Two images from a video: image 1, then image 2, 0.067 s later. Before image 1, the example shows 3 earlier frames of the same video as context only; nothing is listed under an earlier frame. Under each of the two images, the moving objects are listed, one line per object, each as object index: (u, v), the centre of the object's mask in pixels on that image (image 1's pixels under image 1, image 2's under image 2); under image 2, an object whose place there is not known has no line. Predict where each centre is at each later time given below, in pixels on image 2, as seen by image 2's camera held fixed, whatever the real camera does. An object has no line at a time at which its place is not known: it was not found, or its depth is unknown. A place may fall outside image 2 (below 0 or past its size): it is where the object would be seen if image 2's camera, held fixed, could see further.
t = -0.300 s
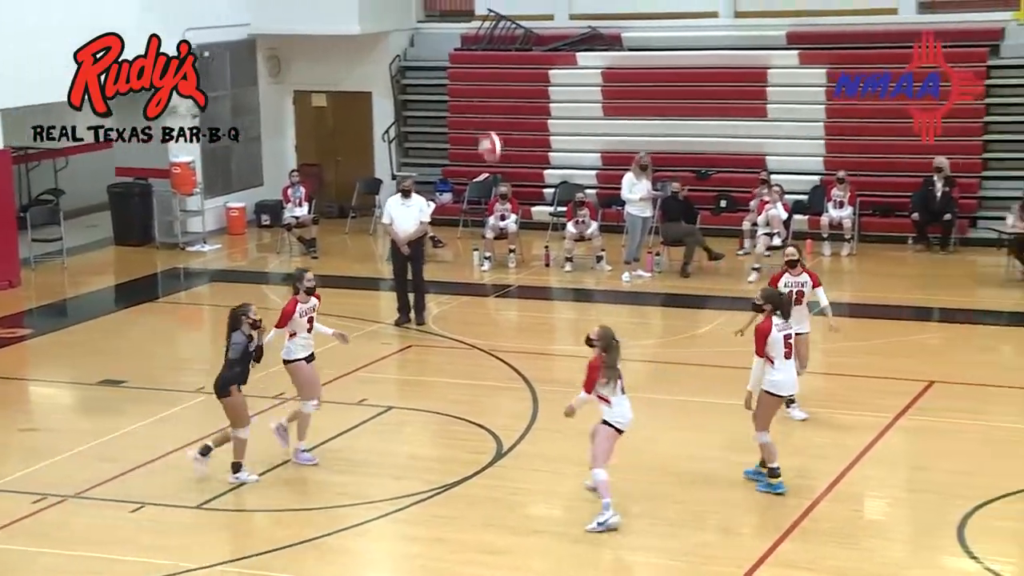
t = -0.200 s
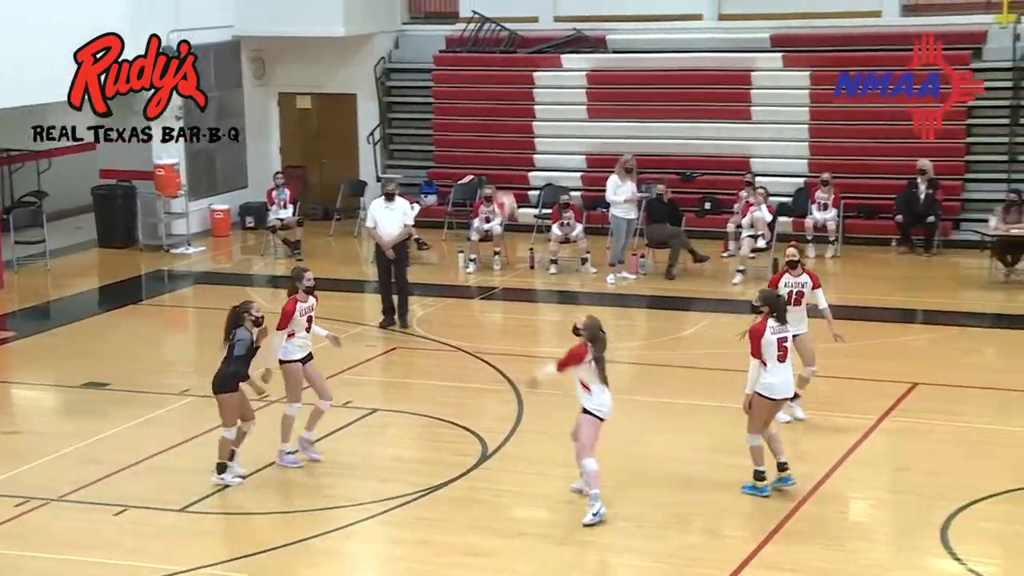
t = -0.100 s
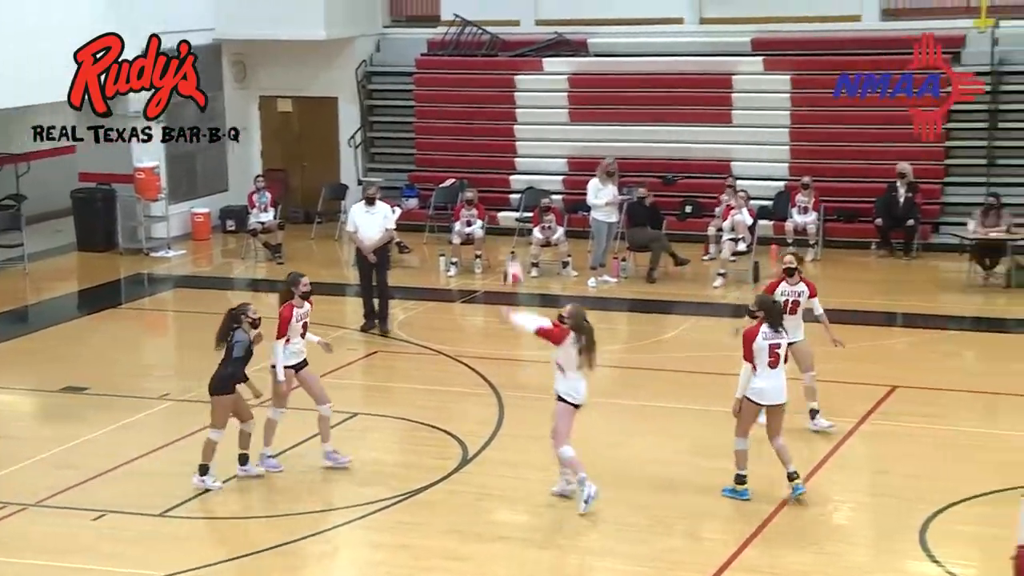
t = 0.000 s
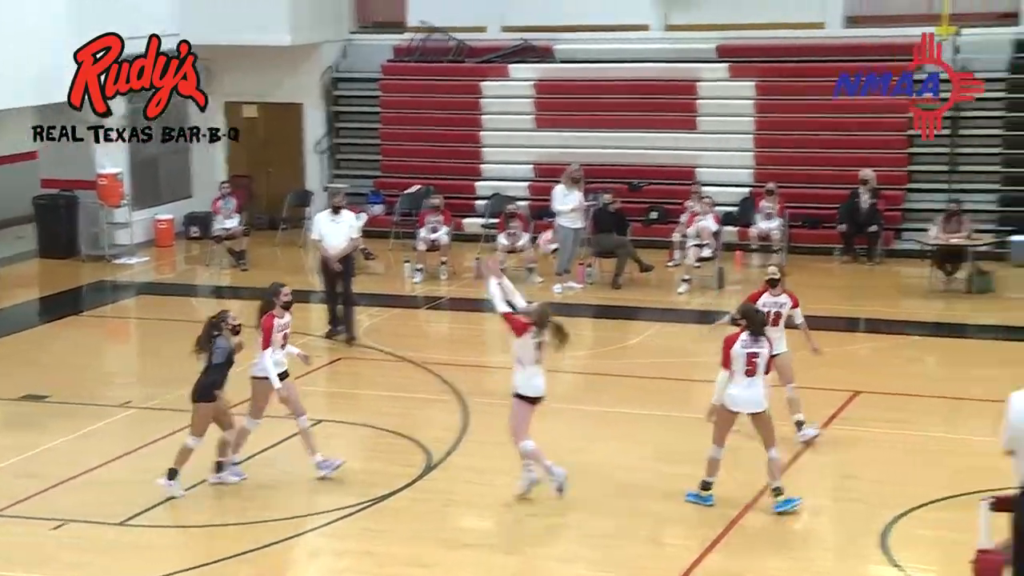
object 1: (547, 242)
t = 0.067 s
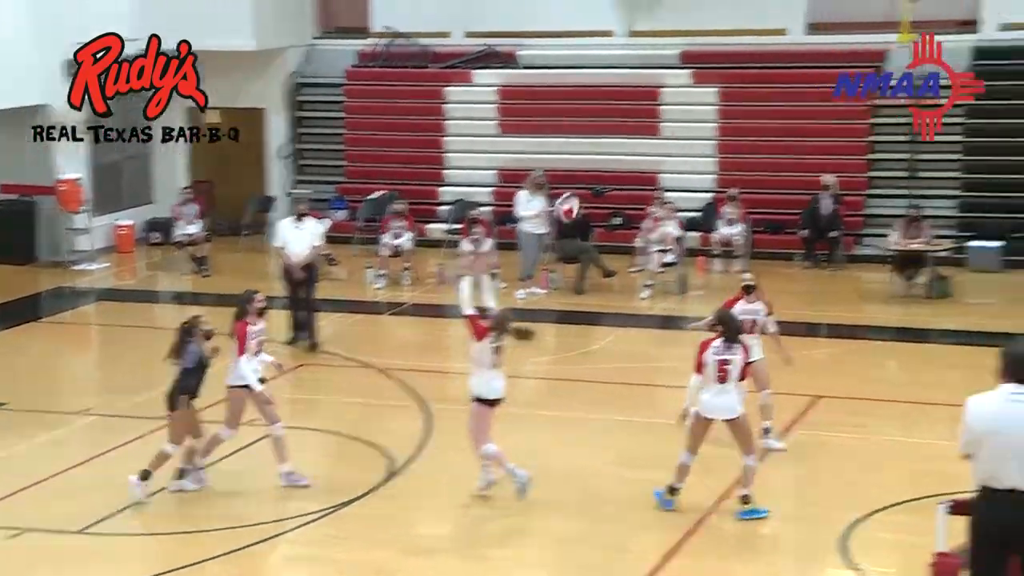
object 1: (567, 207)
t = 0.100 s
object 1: (594, 189)
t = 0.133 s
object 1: (622, 170)
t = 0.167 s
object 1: (650, 153)
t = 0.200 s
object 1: (678, 137)
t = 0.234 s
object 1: (707, 123)
